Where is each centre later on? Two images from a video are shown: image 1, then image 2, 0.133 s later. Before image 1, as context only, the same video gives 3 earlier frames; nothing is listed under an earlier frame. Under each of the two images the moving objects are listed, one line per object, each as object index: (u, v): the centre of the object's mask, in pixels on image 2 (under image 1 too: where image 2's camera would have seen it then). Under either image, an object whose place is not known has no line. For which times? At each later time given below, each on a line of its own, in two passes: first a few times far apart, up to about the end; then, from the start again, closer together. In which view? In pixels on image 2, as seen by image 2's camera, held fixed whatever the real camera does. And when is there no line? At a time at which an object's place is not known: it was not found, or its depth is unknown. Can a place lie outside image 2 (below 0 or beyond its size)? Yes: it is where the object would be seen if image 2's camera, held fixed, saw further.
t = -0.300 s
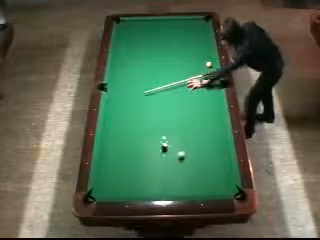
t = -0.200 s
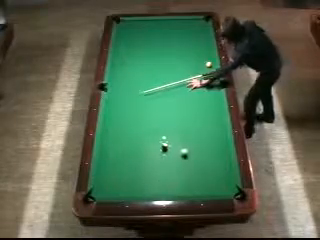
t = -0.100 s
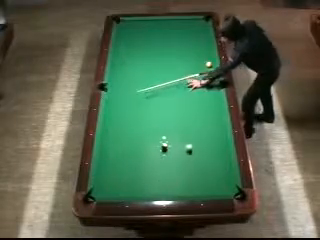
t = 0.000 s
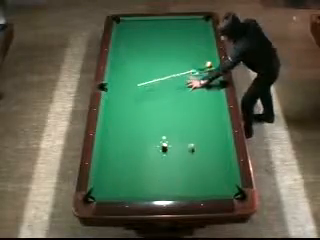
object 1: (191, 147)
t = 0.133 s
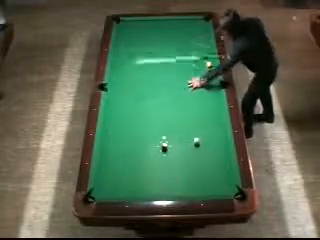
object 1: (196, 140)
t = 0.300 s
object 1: (203, 134)
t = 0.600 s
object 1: (213, 124)
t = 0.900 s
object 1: (221, 117)
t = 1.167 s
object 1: (217, 113)
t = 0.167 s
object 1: (199, 138)
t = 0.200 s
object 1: (199, 138)
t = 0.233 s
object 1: (201, 136)
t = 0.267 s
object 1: (202, 135)
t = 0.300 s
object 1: (203, 134)
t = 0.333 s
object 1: (204, 133)
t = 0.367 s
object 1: (206, 132)
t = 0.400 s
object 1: (207, 131)
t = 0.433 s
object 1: (207, 130)
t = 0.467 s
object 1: (209, 129)
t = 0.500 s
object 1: (209, 129)
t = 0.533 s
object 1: (210, 128)
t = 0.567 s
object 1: (210, 127)
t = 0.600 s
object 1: (213, 124)
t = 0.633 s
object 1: (213, 124)
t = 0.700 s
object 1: (215, 123)
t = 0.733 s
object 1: (215, 123)
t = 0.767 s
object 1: (217, 121)
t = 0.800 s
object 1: (218, 120)
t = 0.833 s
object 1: (219, 119)
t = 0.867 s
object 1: (219, 119)
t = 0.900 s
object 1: (221, 117)
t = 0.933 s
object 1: (220, 116)
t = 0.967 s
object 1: (220, 116)
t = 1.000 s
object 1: (220, 116)
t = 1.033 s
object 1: (220, 116)
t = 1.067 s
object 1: (219, 115)
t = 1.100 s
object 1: (219, 115)
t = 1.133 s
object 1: (218, 114)
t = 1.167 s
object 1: (217, 113)
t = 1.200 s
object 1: (216, 113)
